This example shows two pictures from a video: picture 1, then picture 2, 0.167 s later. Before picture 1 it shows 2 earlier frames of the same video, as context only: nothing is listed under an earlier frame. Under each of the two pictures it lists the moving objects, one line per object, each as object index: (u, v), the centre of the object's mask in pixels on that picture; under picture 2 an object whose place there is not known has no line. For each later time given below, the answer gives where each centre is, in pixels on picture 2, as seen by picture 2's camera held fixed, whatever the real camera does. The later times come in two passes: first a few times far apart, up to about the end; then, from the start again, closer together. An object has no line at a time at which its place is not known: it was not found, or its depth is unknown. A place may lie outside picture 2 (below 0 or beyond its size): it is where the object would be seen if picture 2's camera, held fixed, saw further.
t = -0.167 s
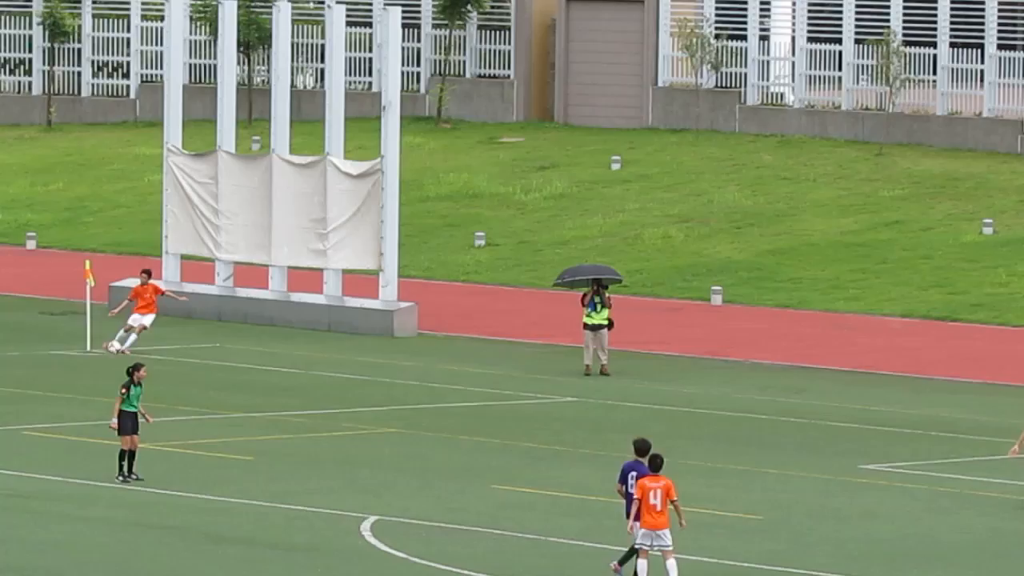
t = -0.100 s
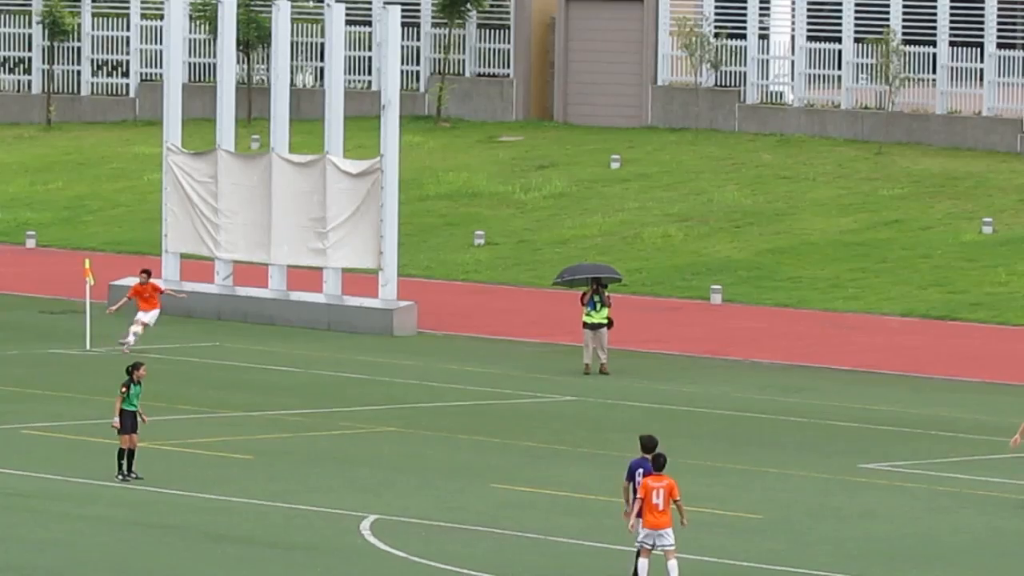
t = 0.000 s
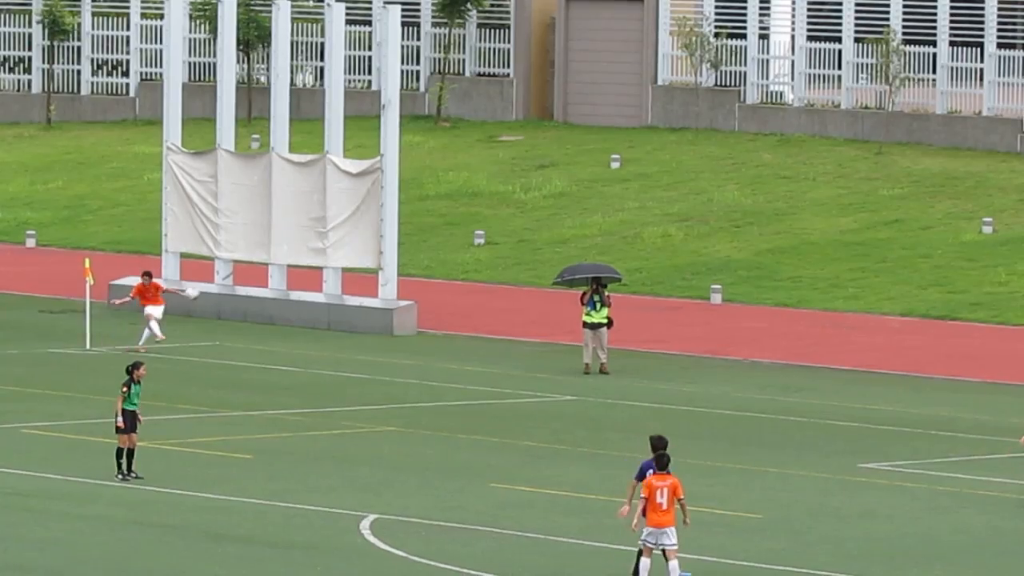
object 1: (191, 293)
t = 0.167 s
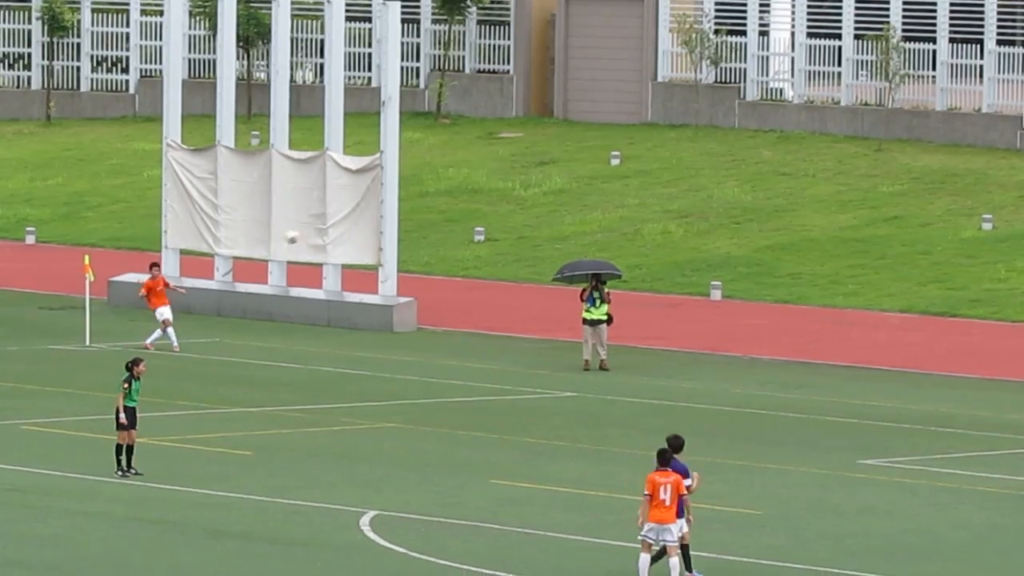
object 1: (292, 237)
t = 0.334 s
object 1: (399, 194)
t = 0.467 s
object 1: (488, 167)
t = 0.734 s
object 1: (681, 138)
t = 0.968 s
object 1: (862, 140)
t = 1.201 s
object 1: (1058, 172)
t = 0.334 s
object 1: (399, 194)
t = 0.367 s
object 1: (420, 186)
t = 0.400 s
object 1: (443, 179)
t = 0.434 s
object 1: (466, 173)
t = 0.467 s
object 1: (488, 167)
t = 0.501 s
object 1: (511, 162)
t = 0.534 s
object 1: (534, 157)
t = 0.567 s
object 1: (559, 153)
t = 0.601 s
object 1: (583, 149)
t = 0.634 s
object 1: (606, 146)
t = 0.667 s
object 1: (631, 143)
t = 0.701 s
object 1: (655, 140)
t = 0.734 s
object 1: (681, 138)
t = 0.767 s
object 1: (705, 137)
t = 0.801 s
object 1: (731, 136)
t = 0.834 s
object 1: (757, 136)
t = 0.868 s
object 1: (783, 136)
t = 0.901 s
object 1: (809, 137)
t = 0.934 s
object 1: (836, 138)
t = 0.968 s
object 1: (862, 140)
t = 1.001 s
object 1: (889, 142)
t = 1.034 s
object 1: (915, 145)
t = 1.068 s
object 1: (943, 150)
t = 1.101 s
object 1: (970, 154)
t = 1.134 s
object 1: (999, 159)
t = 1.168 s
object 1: (1028, 165)
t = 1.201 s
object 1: (1058, 172)
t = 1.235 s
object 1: (1088, 179)
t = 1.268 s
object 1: (1118, 187)
